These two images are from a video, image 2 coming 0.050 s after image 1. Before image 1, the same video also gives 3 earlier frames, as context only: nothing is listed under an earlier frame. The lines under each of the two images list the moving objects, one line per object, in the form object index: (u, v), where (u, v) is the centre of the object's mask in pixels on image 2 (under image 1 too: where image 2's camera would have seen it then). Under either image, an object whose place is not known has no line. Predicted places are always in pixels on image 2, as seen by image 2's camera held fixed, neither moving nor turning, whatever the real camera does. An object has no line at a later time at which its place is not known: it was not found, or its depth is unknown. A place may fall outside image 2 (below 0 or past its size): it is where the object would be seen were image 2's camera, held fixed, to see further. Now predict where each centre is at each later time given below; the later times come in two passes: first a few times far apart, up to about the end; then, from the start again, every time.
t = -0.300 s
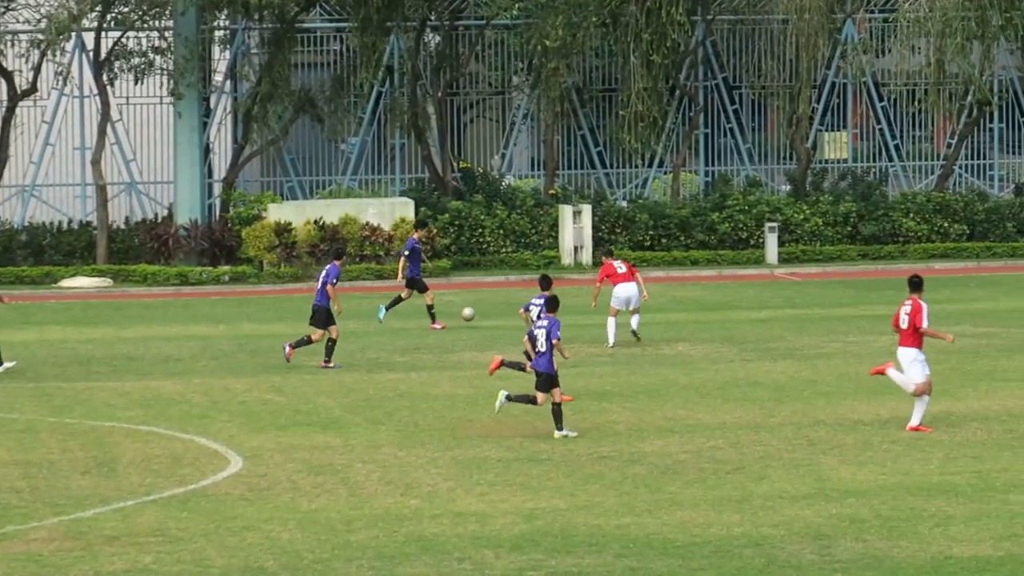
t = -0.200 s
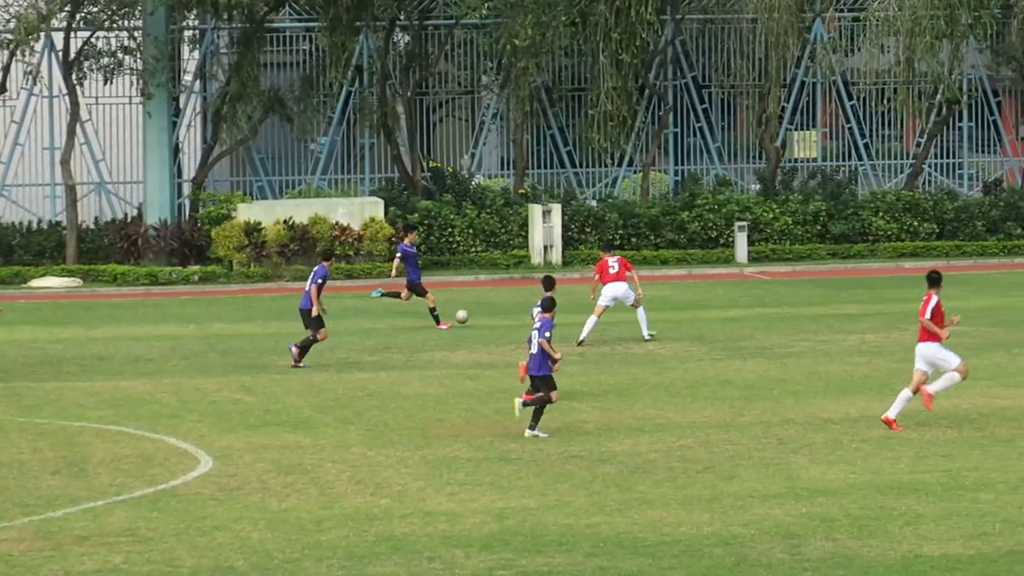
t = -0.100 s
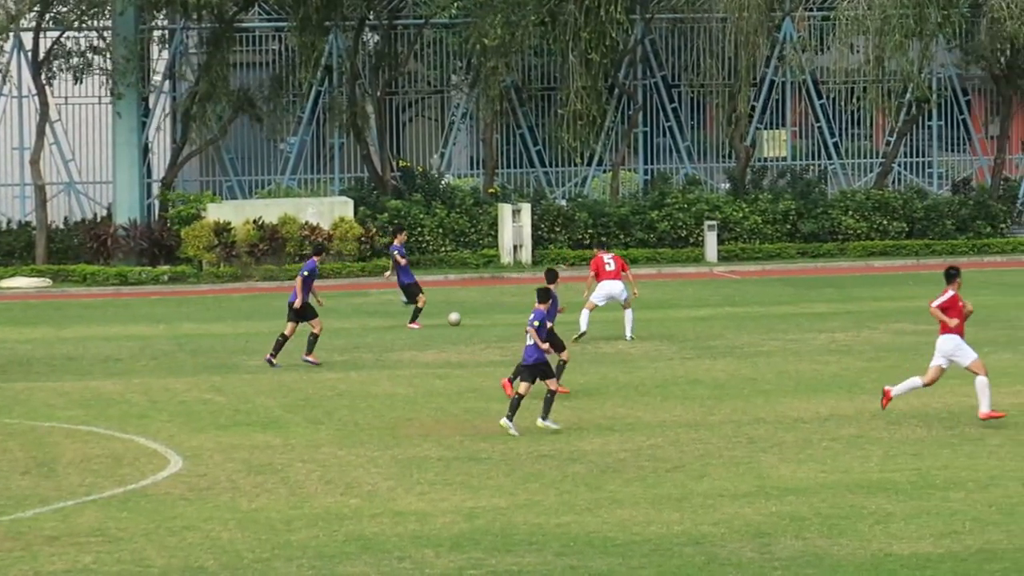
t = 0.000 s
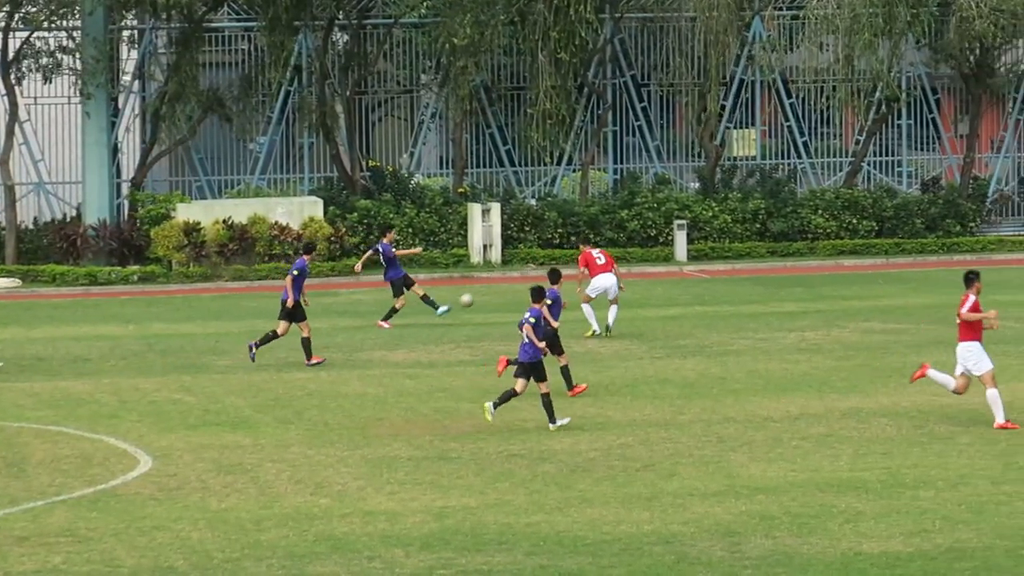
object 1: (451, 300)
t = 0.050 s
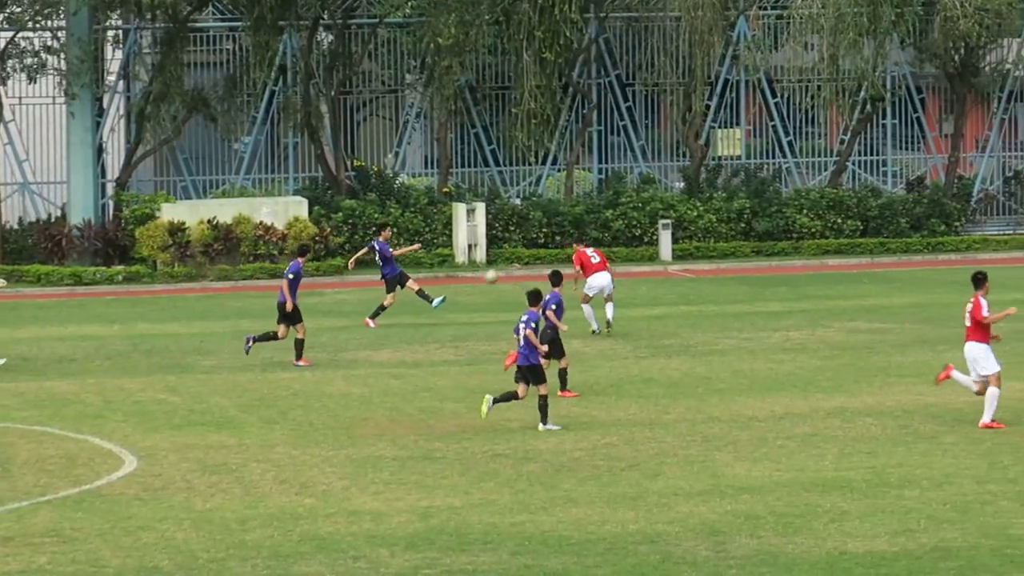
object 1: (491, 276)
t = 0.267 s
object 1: (663, 186)
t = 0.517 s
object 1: (864, 109)
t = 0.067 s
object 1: (504, 268)
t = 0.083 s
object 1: (517, 261)
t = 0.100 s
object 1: (531, 253)
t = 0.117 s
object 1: (544, 245)
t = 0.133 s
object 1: (557, 239)
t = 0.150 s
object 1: (571, 232)
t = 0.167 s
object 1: (584, 226)
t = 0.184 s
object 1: (597, 219)
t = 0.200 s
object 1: (610, 212)
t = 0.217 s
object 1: (623, 205)
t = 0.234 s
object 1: (636, 200)
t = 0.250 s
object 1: (650, 193)
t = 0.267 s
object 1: (663, 186)
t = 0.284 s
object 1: (677, 180)
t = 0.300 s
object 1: (690, 175)
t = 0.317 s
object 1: (703, 169)
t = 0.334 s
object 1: (716, 164)
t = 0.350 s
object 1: (728, 159)
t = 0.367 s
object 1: (743, 152)
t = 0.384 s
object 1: (756, 147)
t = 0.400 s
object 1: (769, 142)
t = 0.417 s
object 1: (783, 137)
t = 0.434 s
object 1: (796, 132)
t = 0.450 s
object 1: (810, 127)
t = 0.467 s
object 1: (823, 121)
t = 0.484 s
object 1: (837, 117)
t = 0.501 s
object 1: (850, 113)
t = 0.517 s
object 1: (864, 109)
